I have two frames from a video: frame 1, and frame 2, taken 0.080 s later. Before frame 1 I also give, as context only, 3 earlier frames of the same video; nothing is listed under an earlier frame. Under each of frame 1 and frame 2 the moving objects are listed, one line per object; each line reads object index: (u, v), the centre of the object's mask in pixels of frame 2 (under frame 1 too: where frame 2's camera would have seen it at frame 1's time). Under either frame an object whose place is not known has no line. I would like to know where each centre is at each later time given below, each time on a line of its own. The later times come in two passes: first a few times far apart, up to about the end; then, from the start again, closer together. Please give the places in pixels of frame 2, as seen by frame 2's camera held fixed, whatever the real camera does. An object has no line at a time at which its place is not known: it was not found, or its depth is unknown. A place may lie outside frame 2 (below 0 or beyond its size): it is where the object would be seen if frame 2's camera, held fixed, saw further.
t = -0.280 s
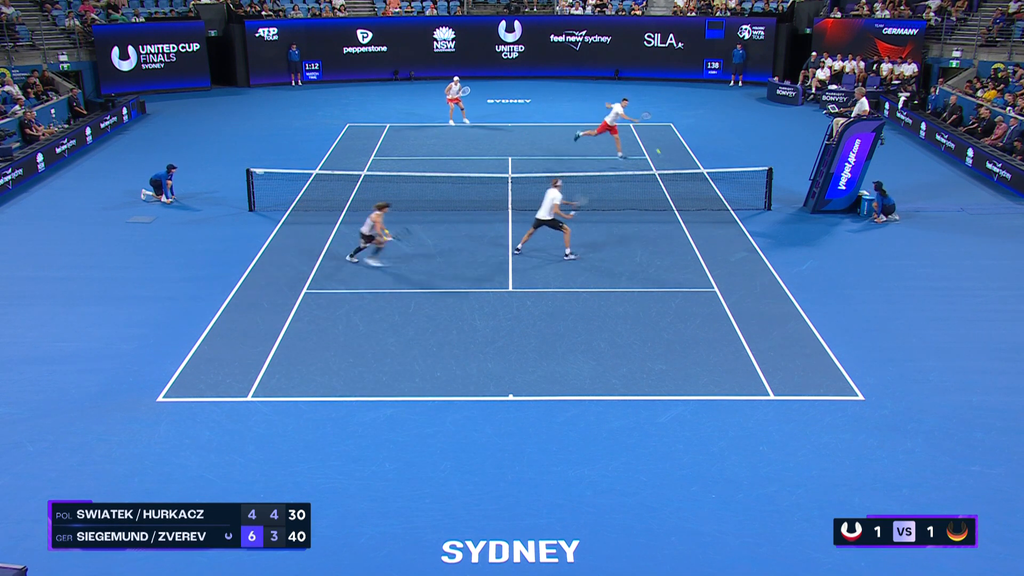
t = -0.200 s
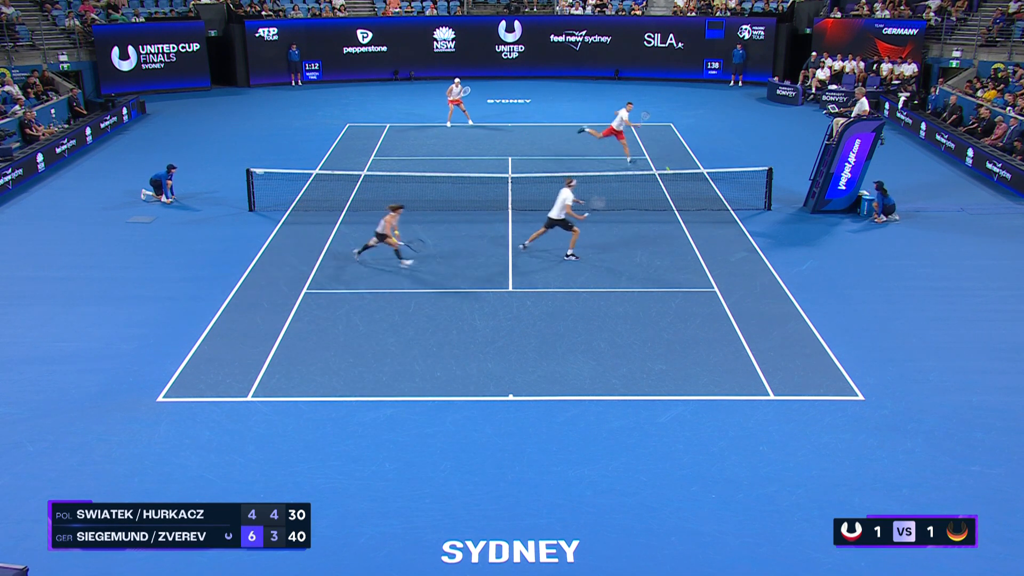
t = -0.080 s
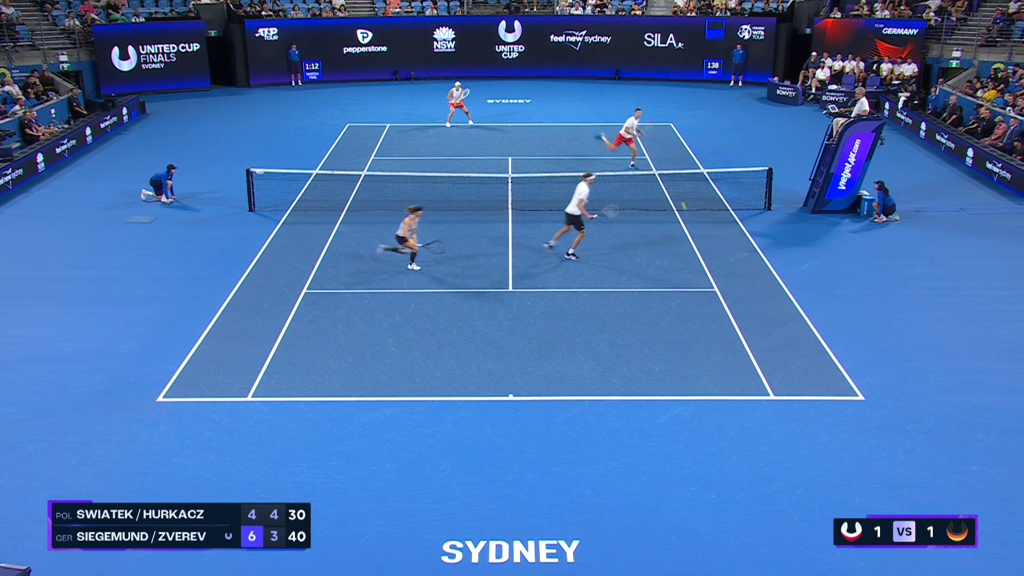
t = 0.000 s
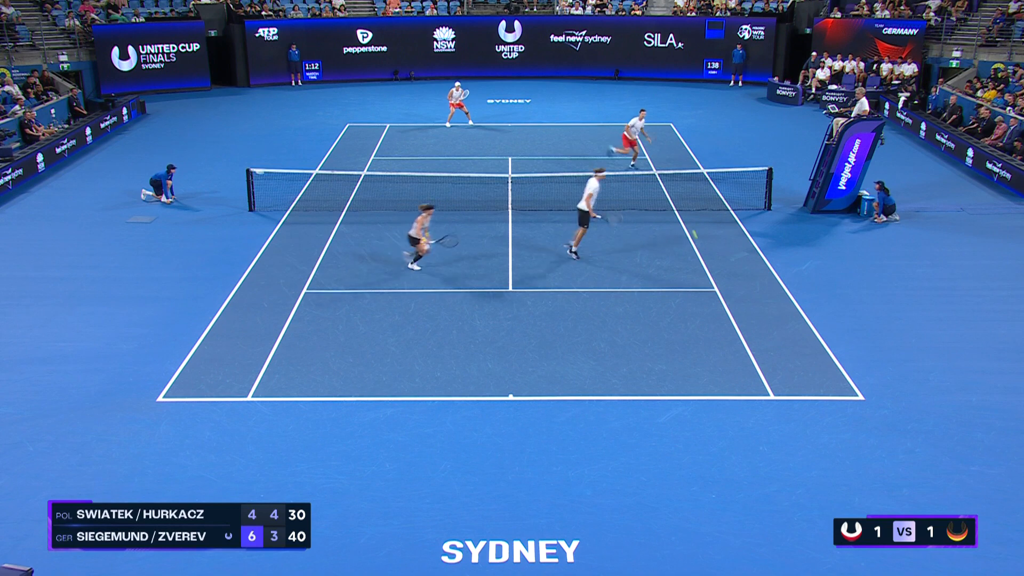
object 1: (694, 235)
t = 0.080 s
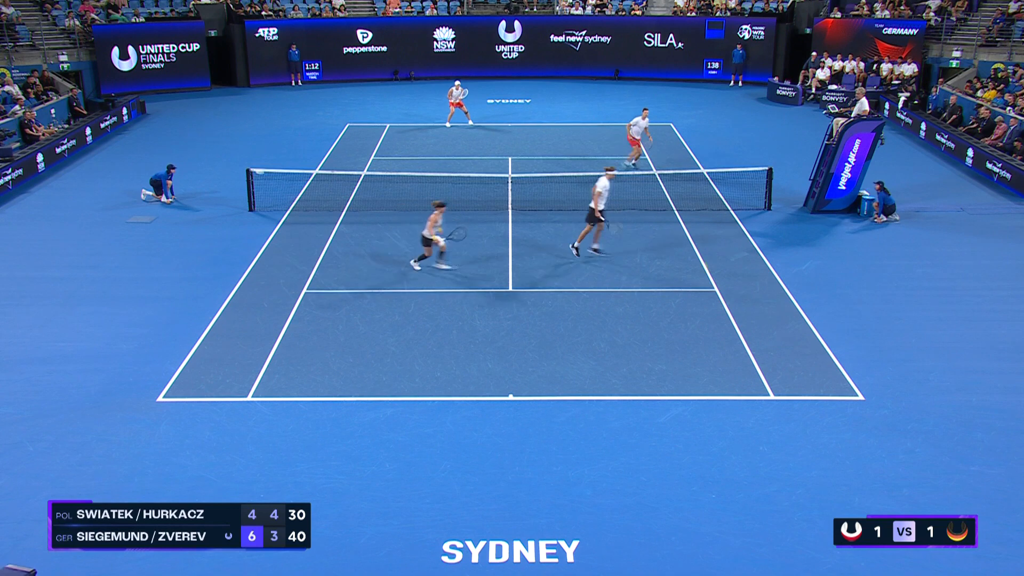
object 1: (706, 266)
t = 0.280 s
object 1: (737, 318)
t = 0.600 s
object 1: (781, 361)
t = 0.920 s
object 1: (831, 480)
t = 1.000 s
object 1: (846, 486)
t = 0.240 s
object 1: (732, 319)
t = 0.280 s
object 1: (737, 318)
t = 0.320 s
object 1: (740, 320)
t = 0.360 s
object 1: (747, 322)
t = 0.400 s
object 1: (751, 327)
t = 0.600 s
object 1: (781, 361)
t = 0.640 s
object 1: (786, 373)
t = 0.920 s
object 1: (831, 480)
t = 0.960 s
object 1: (838, 483)
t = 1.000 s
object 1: (846, 486)
